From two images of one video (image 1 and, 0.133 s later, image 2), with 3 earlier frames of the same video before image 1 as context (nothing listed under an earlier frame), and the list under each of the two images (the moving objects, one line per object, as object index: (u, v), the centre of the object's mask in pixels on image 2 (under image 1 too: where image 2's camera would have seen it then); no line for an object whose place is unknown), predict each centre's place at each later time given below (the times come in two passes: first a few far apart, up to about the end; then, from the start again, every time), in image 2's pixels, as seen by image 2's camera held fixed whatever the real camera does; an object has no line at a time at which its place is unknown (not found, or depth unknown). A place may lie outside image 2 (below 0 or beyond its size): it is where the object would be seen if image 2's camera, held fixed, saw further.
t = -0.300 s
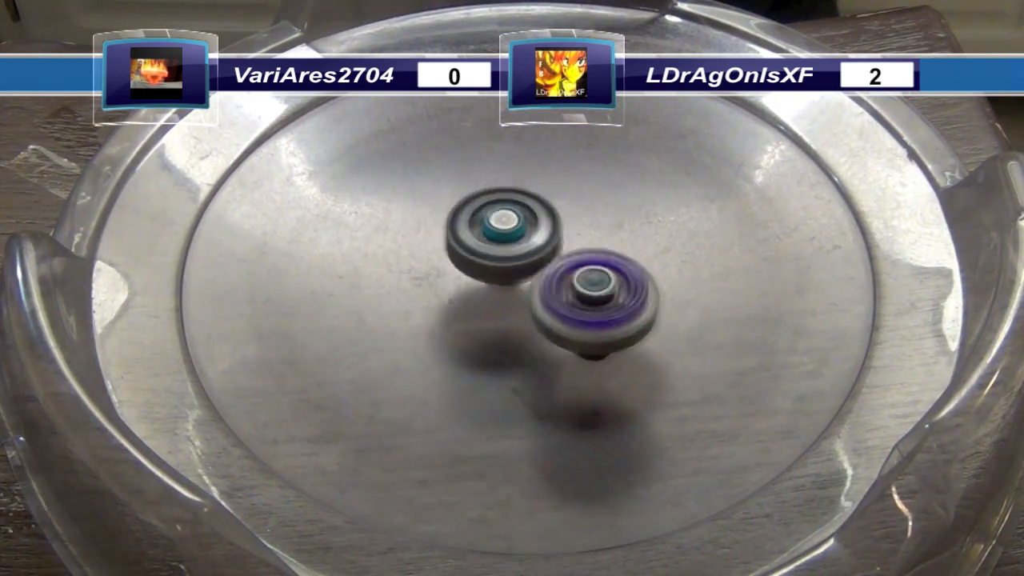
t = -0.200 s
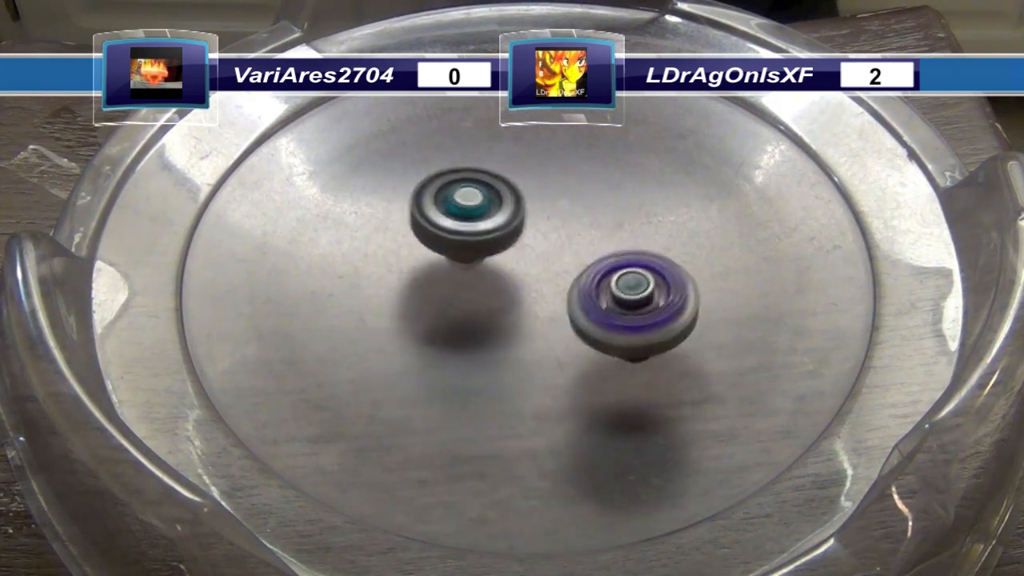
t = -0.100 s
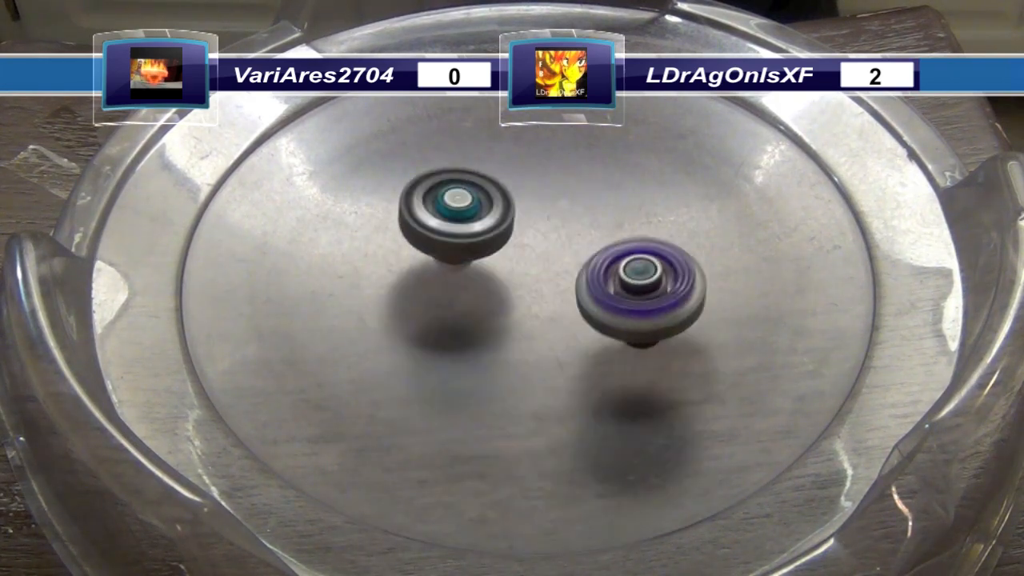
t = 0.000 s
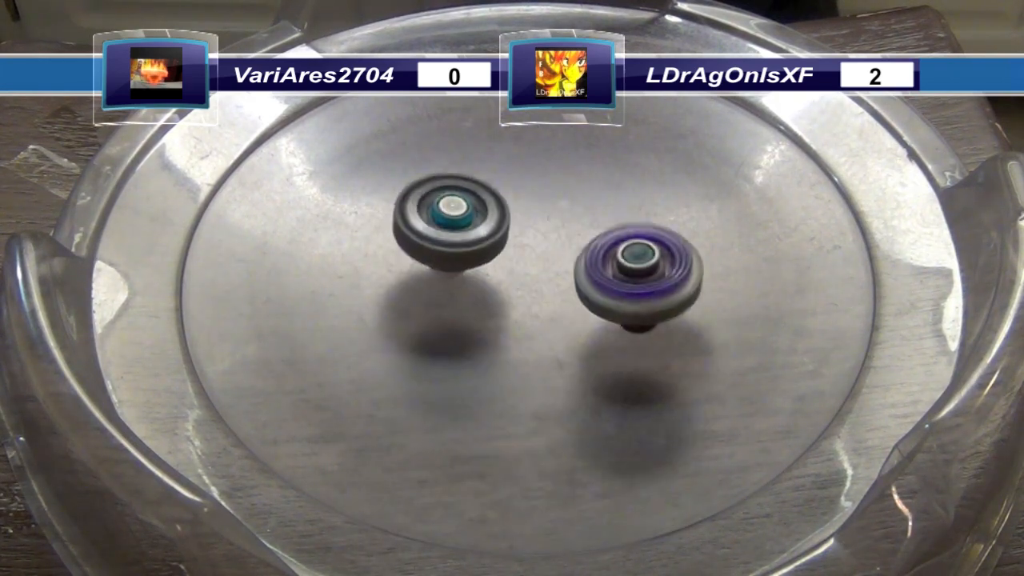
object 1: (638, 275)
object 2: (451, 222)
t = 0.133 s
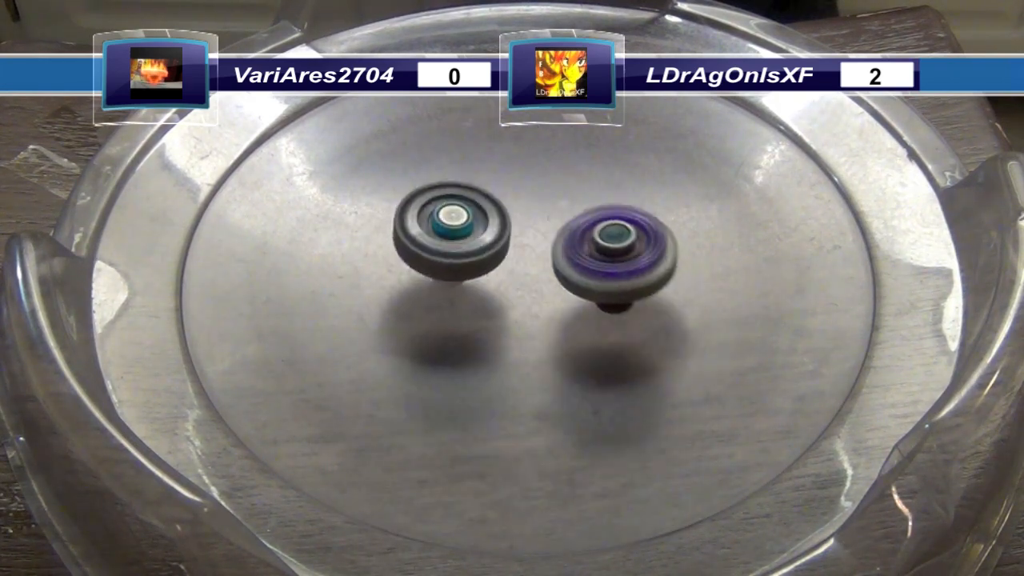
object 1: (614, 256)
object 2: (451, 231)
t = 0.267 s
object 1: (614, 244)
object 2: (435, 230)
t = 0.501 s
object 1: (620, 221)
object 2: (401, 243)
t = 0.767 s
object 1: (607, 191)
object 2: (401, 261)
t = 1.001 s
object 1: (621, 142)
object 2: (368, 313)
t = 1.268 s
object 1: (546, 184)
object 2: (481, 315)
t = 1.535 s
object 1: (540, 181)
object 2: (504, 316)
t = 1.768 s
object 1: (485, 210)
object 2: (531, 293)
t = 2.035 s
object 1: (462, 240)
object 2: (555, 301)
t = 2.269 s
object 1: (368, 179)
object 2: (664, 339)
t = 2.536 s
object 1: (398, 215)
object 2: (626, 308)
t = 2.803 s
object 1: (471, 204)
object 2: (555, 308)
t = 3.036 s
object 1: (498, 180)
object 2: (535, 309)
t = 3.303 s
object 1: (544, 185)
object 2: (511, 278)
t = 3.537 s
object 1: (584, 184)
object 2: (497, 276)
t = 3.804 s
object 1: (600, 202)
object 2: (497, 267)
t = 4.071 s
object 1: (605, 235)
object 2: (477, 267)
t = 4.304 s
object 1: (665, 227)
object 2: (401, 281)
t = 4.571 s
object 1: (588, 256)
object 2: (435, 275)
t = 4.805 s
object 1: (639, 262)
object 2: (369, 247)
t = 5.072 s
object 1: (559, 261)
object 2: (421, 247)
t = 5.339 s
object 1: (581, 273)
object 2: (421, 221)
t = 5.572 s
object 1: (578, 269)
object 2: (457, 222)
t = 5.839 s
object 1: (623, 294)
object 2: (450, 203)
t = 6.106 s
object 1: (593, 290)
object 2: (478, 221)
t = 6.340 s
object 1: (574, 326)
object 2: (478, 207)
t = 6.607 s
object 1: (545, 326)
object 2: (485, 222)
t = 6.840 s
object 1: (500, 320)
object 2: (496, 222)
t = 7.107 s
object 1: (474, 318)
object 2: (511, 210)
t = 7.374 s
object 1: (458, 293)
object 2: (542, 209)
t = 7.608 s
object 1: (378, 306)
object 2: (631, 179)
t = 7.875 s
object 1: (424, 315)
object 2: (620, 188)
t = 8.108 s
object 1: (471, 285)
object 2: (592, 223)
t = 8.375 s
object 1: (464, 277)
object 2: (571, 226)
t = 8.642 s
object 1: (464, 282)
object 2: (549, 214)
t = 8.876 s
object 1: (450, 305)
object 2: (561, 189)
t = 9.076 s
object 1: (484, 291)
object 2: (552, 194)
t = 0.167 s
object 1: (606, 252)
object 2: (454, 233)
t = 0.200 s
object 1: (596, 248)
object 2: (457, 234)
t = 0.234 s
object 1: (587, 246)
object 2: (462, 236)
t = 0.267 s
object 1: (614, 244)
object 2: (435, 230)
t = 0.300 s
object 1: (635, 242)
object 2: (412, 226)
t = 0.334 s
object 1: (642, 238)
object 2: (399, 224)
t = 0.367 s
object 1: (640, 235)
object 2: (393, 226)
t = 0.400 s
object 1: (635, 231)
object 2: (392, 229)
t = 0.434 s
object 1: (630, 227)
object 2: (394, 234)
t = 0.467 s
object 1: (625, 224)
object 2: (397, 239)
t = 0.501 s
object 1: (620, 221)
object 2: (401, 243)
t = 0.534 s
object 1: (613, 218)
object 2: (406, 247)
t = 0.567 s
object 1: (605, 215)
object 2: (412, 249)
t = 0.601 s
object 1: (596, 213)
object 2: (419, 250)
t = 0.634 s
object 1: (586, 211)
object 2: (427, 250)
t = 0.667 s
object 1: (577, 211)
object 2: (436, 251)
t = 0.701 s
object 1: (566, 212)
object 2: (445, 250)
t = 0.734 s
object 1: (565, 209)
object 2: (442, 251)
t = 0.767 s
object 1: (607, 191)
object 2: (401, 261)
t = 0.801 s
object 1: (640, 172)
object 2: (365, 271)
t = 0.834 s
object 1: (656, 161)
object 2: (347, 277)
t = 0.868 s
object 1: (663, 151)
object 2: (340, 284)
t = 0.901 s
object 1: (658, 145)
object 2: (343, 291)
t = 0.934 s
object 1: (648, 143)
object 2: (349, 299)
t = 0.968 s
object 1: (633, 142)
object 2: (358, 306)
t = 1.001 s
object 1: (621, 142)
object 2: (368, 313)
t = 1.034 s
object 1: (609, 143)
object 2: (381, 320)
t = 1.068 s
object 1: (598, 146)
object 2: (393, 325)
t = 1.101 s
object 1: (586, 149)
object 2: (408, 328)
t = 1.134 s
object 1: (577, 153)
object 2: (423, 329)
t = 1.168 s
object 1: (569, 159)
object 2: (439, 329)
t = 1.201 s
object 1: (561, 169)
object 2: (453, 326)
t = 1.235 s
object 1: (553, 176)
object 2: (468, 321)
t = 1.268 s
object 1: (546, 184)
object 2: (481, 315)
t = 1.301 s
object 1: (542, 194)
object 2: (492, 308)
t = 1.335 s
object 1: (538, 203)
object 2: (500, 300)
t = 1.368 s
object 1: (537, 207)
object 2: (507, 293)
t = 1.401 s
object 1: (540, 204)
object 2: (505, 301)
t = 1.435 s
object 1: (548, 191)
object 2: (500, 314)
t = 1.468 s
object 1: (552, 183)
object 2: (497, 318)
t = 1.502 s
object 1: (548, 180)
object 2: (499, 319)
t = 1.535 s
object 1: (540, 181)
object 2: (504, 316)
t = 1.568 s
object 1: (529, 183)
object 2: (510, 313)
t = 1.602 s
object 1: (518, 185)
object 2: (517, 310)
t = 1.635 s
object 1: (509, 187)
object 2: (522, 306)
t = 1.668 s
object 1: (502, 191)
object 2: (526, 302)
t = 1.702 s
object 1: (495, 197)
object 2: (529, 299)
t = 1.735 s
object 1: (490, 203)
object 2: (531, 295)
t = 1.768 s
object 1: (485, 210)
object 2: (531, 293)
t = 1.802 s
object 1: (481, 213)
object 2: (535, 298)
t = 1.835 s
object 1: (477, 214)
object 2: (540, 305)
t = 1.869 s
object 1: (473, 216)
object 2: (544, 309)
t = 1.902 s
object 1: (469, 220)
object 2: (547, 309)
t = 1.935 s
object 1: (466, 225)
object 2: (551, 307)
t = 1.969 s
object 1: (464, 230)
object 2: (554, 305)
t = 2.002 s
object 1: (463, 235)
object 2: (556, 303)
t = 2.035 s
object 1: (462, 240)
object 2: (555, 301)
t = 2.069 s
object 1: (447, 231)
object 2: (571, 311)
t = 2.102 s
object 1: (419, 210)
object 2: (602, 332)
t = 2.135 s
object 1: (398, 194)
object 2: (623, 346)
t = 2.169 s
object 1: (385, 182)
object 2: (638, 350)
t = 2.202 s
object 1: (377, 177)
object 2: (648, 349)
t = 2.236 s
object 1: (372, 177)
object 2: (656, 344)
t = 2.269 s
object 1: (368, 179)
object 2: (664, 339)
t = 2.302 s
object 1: (367, 183)
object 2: (668, 334)
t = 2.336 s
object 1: (366, 187)
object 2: (670, 329)
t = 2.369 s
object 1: (368, 192)
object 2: (668, 325)
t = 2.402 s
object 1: (371, 197)
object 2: (665, 320)
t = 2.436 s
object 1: (375, 203)
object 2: (658, 317)
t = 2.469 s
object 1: (380, 207)
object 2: (649, 314)
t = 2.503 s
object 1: (388, 211)
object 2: (637, 311)
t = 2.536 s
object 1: (398, 215)
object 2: (626, 308)
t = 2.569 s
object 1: (408, 217)
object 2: (614, 306)
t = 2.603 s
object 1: (419, 220)
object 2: (603, 303)
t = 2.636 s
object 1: (430, 222)
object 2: (591, 300)
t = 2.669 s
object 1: (441, 223)
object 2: (579, 298)
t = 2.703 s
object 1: (451, 224)
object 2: (568, 295)
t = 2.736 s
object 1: (462, 224)
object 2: (556, 294)
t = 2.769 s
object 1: (471, 221)
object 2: (547, 293)
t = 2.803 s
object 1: (471, 204)
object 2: (555, 308)
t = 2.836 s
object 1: (475, 192)
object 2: (556, 318)
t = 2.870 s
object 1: (479, 185)
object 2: (553, 323)
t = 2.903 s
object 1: (483, 183)
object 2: (549, 325)
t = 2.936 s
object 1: (487, 182)
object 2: (545, 322)
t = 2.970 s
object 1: (490, 181)
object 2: (542, 319)
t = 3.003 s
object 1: (494, 180)
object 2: (538, 314)
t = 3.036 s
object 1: (498, 180)
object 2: (535, 309)
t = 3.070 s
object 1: (503, 181)
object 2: (533, 304)
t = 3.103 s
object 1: (508, 182)
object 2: (531, 298)
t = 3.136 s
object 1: (513, 184)
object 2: (530, 293)
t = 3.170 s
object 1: (519, 187)
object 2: (527, 287)
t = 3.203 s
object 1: (525, 187)
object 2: (524, 280)
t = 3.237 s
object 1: (531, 188)
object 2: (520, 276)
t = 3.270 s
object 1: (539, 187)
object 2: (514, 279)
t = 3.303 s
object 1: (544, 185)
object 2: (511, 278)
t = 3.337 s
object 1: (549, 184)
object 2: (510, 277)
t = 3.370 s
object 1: (553, 185)
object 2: (509, 274)
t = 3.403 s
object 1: (558, 186)
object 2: (509, 271)
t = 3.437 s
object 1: (562, 188)
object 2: (510, 268)
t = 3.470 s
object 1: (569, 187)
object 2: (506, 271)
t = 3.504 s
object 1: (579, 184)
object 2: (500, 275)
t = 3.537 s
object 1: (584, 184)
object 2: (497, 276)
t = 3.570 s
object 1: (587, 184)
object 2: (496, 275)
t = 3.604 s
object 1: (589, 186)
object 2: (498, 273)
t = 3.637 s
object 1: (590, 187)
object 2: (499, 272)
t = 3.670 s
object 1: (590, 190)
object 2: (500, 269)
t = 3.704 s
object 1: (591, 195)
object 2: (503, 267)
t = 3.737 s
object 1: (592, 198)
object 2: (504, 266)
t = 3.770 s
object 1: (593, 203)
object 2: (505, 263)
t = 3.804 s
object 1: (600, 202)
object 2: (497, 267)
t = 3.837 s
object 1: (607, 204)
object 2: (491, 269)
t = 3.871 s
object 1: (609, 207)
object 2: (487, 269)
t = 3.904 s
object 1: (610, 211)
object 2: (486, 269)
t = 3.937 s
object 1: (609, 215)
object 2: (485, 269)
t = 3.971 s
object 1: (608, 220)
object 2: (484, 268)
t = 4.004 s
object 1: (605, 226)
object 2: (484, 267)
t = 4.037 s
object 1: (602, 231)
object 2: (484, 267)
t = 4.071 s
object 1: (605, 235)
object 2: (477, 267)
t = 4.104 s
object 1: (638, 231)
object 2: (442, 270)
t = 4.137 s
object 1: (660, 229)
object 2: (418, 273)
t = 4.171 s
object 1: (671, 227)
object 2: (403, 274)
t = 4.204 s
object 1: (675, 227)
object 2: (397, 275)
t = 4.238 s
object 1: (673, 226)
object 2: (397, 277)
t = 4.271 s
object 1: (670, 226)
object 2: (399, 279)
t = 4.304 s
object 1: (665, 227)
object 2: (401, 281)
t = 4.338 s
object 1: (658, 227)
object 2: (404, 281)
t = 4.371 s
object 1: (650, 229)
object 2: (408, 282)
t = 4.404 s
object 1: (640, 232)
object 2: (410, 282)
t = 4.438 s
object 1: (630, 236)
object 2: (413, 281)
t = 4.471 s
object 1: (619, 241)
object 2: (418, 280)
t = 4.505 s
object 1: (609, 246)
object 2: (424, 279)
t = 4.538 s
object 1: (598, 251)
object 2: (429, 277)
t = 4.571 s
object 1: (588, 256)
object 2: (435, 275)
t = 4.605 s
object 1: (578, 261)
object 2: (443, 272)
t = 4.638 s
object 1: (583, 265)
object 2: (433, 267)
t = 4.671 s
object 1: (614, 265)
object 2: (397, 260)
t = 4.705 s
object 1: (636, 266)
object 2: (376, 254)
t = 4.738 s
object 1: (645, 265)
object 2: (367, 250)
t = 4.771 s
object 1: (644, 264)
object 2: (366, 248)
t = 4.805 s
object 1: (639, 262)
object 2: (369, 247)
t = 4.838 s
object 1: (629, 260)
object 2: (374, 247)
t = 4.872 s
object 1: (618, 259)
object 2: (381, 248)
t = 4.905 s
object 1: (606, 258)
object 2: (386, 248)
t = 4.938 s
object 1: (593, 258)
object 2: (393, 248)
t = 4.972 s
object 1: (581, 259)
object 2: (402, 249)
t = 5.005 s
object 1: (568, 259)
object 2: (412, 250)
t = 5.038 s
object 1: (556, 260)
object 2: (423, 250)
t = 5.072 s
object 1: (559, 261)
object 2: (421, 247)
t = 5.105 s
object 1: (564, 263)
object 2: (419, 242)
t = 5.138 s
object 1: (562, 264)
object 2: (423, 240)
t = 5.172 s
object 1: (557, 265)
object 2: (429, 239)
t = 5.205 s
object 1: (554, 265)
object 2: (432, 237)
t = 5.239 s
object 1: (563, 269)
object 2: (425, 232)
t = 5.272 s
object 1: (574, 273)
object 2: (418, 226)
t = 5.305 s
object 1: (579, 274)
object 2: (418, 223)
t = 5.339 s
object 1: (581, 273)
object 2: (421, 221)
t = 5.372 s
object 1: (581, 273)
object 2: (426, 221)
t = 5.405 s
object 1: (581, 272)
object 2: (432, 222)
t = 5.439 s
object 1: (580, 271)
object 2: (438, 223)
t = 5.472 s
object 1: (577, 269)
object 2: (445, 225)
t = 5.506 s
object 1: (573, 268)
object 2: (452, 226)
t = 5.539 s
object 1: (572, 268)
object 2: (457, 226)
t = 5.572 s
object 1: (578, 269)
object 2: (457, 222)
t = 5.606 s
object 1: (579, 271)
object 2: (461, 221)
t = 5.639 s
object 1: (579, 271)
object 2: (465, 221)
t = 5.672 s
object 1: (577, 272)
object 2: (469, 222)
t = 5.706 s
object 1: (591, 279)
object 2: (461, 215)
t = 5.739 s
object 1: (606, 287)
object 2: (451, 207)
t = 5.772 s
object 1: (615, 292)
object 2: (449, 204)
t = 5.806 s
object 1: (620, 294)
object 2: (450, 203)
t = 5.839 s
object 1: (623, 294)
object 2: (450, 203)
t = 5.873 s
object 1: (625, 293)
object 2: (451, 204)
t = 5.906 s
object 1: (626, 292)
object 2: (454, 205)
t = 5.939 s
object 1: (625, 291)
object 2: (458, 207)
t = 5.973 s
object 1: (621, 290)
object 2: (462, 210)
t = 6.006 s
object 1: (616, 291)
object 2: (466, 212)
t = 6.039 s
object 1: (610, 291)
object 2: (470, 215)
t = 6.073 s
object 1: (601, 291)
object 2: (474, 218)
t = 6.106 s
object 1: (593, 290)
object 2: (478, 221)
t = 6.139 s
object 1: (584, 290)
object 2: (483, 224)
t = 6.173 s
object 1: (578, 292)
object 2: (486, 227)
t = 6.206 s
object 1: (574, 296)
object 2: (486, 225)
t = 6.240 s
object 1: (569, 298)
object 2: (487, 225)
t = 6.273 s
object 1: (571, 308)
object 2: (483, 218)
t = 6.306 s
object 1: (574, 319)
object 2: (479, 210)
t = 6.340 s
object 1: (574, 326)
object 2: (478, 207)
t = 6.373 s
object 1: (573, 329)
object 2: (479, 206)
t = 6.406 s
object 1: (573, 331)
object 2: (480, 207)
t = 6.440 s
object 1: (572, 332)
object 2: (480, 209)
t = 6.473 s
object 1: (569, 332)
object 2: (481, 211)
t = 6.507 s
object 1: (565, 331)
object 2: (482, 213)
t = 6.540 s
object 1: (558, 329)
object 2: (483, 216)
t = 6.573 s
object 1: (552, 328)
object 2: (485, 219)
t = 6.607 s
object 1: (545, 326)
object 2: (485, 222)
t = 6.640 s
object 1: (537, 323)
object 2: (486, 224)
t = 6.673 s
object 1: (530, 319)
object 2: (487, 226)
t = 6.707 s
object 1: (524, 319)
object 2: (487, 226)
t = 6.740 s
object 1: (518, 321)
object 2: (488, 223)
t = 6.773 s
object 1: (512, 321)
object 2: (490, 222)
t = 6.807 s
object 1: (506, 319)
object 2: (493, 223)
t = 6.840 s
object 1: (500, 320)
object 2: (496, 222)
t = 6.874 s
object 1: (494, 328)
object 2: (499, 215)
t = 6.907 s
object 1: (488, 331)
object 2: (502, 211)
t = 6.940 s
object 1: (484, 331)
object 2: (505, 209)
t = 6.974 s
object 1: (482, 330)
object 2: (507, 208)
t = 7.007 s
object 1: (480, 328)
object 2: (508, 208)
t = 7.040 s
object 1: (477, 326)
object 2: (509, 208)
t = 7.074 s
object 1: (476, 322)
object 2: (510, 209)
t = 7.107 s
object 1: (474, 318)
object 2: (511, 210)
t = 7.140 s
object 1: (472, 312)
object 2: (512, 212)
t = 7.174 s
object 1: (471, 307)
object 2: (514, 213)
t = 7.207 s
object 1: (470, 301)
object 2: (516, 214)
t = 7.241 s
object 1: (465, 303)
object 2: (522, 210)
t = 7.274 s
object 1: (460, 303)
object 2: (529, 208)
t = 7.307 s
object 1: (459, 300)
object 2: (534, 207)
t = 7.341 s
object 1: (458, 297)
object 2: (538, 207)
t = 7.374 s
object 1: (458, 293)
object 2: (542, 209)
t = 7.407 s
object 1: (458, 288)
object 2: (544, 210)
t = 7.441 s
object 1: (458, 284)
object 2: (546, 212)
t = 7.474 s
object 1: (458, 280)
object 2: (548, 214)
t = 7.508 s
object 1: (437, 283)
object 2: (569, 206)
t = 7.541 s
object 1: (405, 293)
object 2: (599, 193)
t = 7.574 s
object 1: (387, 301)
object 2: (620, 184)
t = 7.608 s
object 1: (378, 306)
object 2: (631, 179)
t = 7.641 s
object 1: (375, 311)
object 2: (637, 176)
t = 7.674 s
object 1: (377, 314)
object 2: (638, 175)
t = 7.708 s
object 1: (381, 317)
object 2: (637, 175)
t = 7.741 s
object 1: (387, 319)
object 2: (635, 176)
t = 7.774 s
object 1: (395, 320)
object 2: (632, 178)
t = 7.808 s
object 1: (403, 319)
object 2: (628, 181)
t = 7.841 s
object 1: (413, 318)
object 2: (625, 184)
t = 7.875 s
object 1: (424, 315)
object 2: (620, 188)
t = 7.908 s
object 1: (435, 311)
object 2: (615, 193)
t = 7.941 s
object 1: (446, 307)
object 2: (610, 199)
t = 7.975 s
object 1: (457, 301)
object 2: (604, 206)
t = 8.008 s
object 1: (467, 295)
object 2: (597, 213)
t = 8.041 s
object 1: (476, 288)
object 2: (590, 220)
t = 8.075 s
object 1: (483, 283)
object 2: (583, 226)
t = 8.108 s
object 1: (471, 285)
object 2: (592, 223)
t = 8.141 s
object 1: (466, 286)
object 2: (596, 222)
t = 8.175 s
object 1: (467, 283)
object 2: (594, 224)
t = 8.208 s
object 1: (472, 280)
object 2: (587, 227)
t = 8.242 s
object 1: (472, 278)
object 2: (582, 228)
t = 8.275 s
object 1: (464, 280)
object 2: (584, 226)
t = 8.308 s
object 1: (462, 280)
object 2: (582, 226)
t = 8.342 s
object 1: (463, 278)
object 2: (576, 227)
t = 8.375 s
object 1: (464, 277)
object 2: (571, 226)
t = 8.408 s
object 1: (456, 279)
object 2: (574, 222)
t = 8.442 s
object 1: (452, 280)
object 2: (573, 221)
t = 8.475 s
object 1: (452, 281)
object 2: (569, 219)
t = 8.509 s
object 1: (453, 282)
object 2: (565, 218)
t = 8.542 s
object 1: (455, 282)
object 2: (561, 217)
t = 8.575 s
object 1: (457, 283)
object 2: (557, 216)
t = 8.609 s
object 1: (460, 283)
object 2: (552, 215)
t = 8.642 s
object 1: (464, 282)
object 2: (549, 214)
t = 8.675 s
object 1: (455, 287)
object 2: (553, 207)
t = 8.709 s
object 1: (443, 294)
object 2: (562, 200)
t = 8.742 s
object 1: (439, 299)
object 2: (565, 196)
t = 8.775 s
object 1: (439, 302)
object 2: (565, 194)
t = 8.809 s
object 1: (442, 303)
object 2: (564, 192)
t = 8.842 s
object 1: (446, 305)
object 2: (563, 190)
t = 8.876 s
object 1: (450, 305)
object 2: (561, 189)
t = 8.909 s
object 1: (455, 306)
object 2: (559, 189)
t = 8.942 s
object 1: (461, 305)
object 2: (557, 189)
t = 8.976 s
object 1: (467, 302)
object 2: (555, 190)
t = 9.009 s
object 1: (473, 299)
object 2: (554, 191)
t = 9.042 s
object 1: (479, 295)
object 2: (553, 192)
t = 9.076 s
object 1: (484, 291)
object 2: (552, 194)
